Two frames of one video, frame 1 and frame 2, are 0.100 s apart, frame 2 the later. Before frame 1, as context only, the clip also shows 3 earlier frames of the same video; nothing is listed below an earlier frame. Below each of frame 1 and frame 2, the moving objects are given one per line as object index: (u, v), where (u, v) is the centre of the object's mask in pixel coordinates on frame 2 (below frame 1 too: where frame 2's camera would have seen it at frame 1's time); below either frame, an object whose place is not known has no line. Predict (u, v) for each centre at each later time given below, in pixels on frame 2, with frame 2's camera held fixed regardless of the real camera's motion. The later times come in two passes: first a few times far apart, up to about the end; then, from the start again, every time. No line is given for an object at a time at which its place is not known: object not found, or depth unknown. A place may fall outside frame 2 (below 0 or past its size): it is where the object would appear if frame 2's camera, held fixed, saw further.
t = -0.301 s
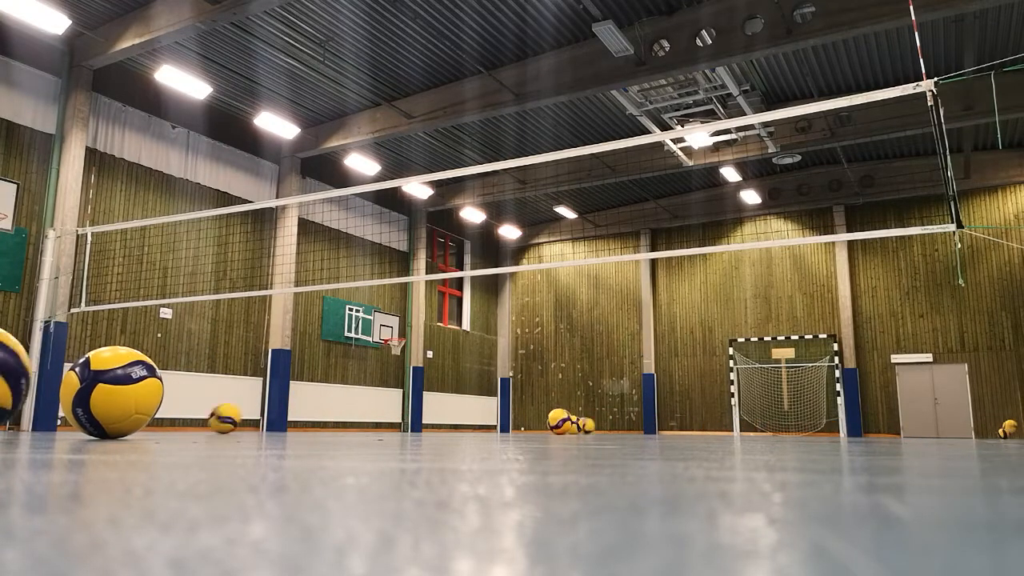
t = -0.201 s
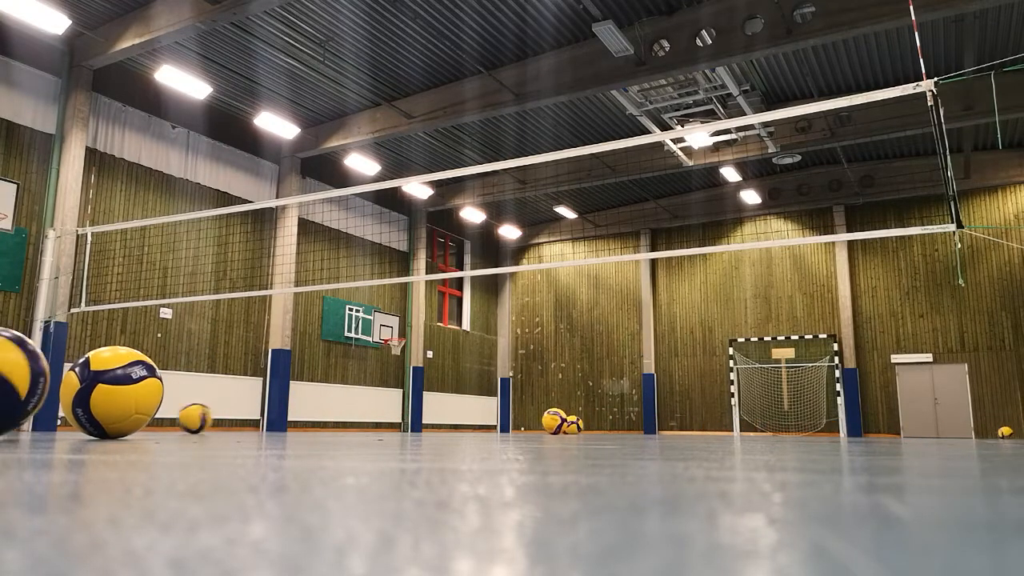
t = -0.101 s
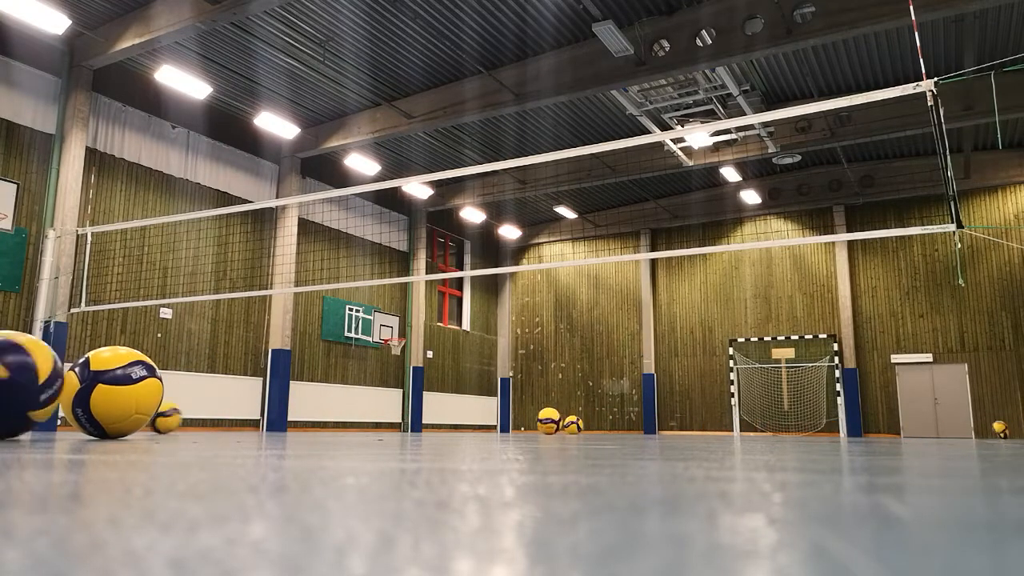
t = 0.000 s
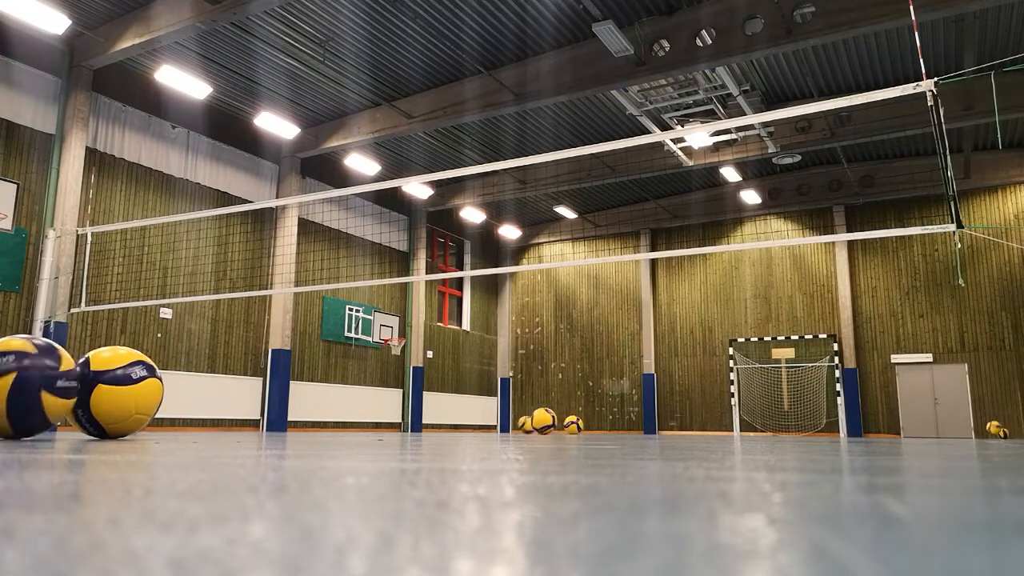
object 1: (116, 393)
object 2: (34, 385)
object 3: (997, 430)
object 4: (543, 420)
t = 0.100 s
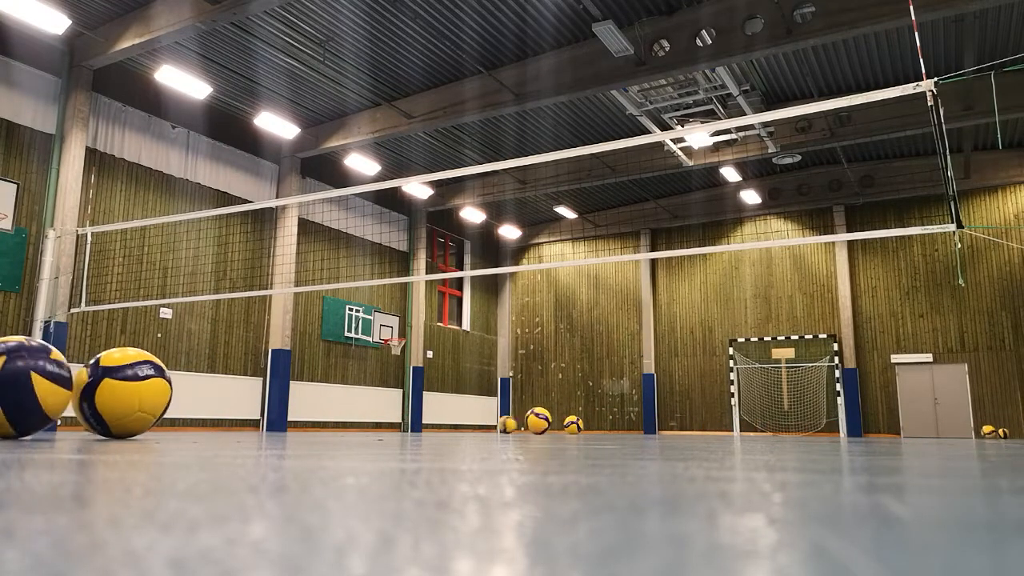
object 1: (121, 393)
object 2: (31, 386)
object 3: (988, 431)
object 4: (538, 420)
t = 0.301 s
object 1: (135, 394)
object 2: (26, 388)
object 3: (977, 430)
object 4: (526, 420)
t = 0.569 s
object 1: (150, 395)
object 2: (19, 388)
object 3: (959, 429)
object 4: (512, 420)
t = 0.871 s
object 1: (162, 396)
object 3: (939, 431)
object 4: (494, 420)
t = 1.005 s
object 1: (165, 396)
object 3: (929, 430)
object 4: (485, 419)
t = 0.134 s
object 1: (124, 393)
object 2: (30, 386)
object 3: (985, 430)
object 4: (536, 420)
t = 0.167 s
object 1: (127, 393)
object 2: (29, 386)
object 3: (984, 429)
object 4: (534, 420)
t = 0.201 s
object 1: (129, 393)
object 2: (29, 386)
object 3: (982, 429)
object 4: (532, 420)
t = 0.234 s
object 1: (131, 393)
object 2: (27, 386)
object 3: (980, 429)
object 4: (530, 420)
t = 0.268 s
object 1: (133, 394)
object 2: (26, 387)
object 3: (979, 429)
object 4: (528, 420)
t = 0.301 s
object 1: (135, 394)
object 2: (26, 388)
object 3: (977, 430)
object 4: (526, 420)
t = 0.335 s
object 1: (137, 394)
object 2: (25, 387)
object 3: (975, 431)
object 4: (525, 420)
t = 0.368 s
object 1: (139, 394)
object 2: (24, 387)
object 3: (972, 430)
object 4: (524, 420)
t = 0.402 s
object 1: (141, 394)
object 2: (23, 387)
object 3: (970, 429)
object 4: (522, 420)
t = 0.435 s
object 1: (143, 394)
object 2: (23, 388)
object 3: (968, 429)
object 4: (520, 420)
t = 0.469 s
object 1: (145, 394)
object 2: (22, 388)
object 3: (966, 430)
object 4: (518, 420)
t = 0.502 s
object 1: (147, 395)
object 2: (21, 388)
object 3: (964, 430)
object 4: (516, 420)
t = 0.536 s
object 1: (149, 395)
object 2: (20, 388)
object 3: (962, 431)
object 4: (514, 420)
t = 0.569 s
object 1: (150, 395)
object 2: (19, 388)
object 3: (959, 429)
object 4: (512, 420)
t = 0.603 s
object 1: (152, 395)
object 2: (19, 388)
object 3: (956, 429)
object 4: (510, 420)
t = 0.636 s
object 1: (153, 395)
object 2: (18, 388)
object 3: (954, 430)
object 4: (508, 420)
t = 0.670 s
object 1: (155, 395)
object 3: (952, 430)
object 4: (506, 420)
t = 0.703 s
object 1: (156, 395)
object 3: (950, 431)
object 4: (504, 420)
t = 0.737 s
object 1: (157, 395)
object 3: (948, 429)
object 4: (502, 420)
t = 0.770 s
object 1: (159, 395)
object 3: (946, 430)
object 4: (500, 420)
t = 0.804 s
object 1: (160, 396)
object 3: (943, 430)
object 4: (497, 420)
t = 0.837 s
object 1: (161, 396)
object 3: (941, 431)
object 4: (495, 420)
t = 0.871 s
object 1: (162, 396)
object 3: (939, 431)
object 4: (494, 420)
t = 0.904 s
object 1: (163, 396)
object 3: (937, 430)
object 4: (491, 420)
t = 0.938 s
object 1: (164, 396)
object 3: (934, 431)
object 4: (489, 420)
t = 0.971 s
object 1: (164, 396)
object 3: (932, 431)
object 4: (487, 419)
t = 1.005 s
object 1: (165, 396)
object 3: (929, 430)
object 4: (485, 419)
